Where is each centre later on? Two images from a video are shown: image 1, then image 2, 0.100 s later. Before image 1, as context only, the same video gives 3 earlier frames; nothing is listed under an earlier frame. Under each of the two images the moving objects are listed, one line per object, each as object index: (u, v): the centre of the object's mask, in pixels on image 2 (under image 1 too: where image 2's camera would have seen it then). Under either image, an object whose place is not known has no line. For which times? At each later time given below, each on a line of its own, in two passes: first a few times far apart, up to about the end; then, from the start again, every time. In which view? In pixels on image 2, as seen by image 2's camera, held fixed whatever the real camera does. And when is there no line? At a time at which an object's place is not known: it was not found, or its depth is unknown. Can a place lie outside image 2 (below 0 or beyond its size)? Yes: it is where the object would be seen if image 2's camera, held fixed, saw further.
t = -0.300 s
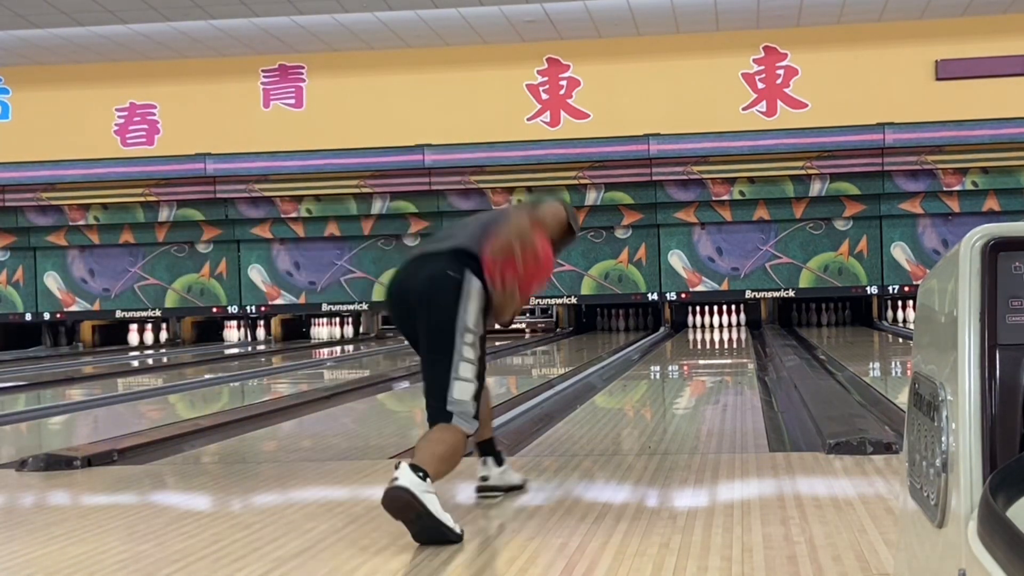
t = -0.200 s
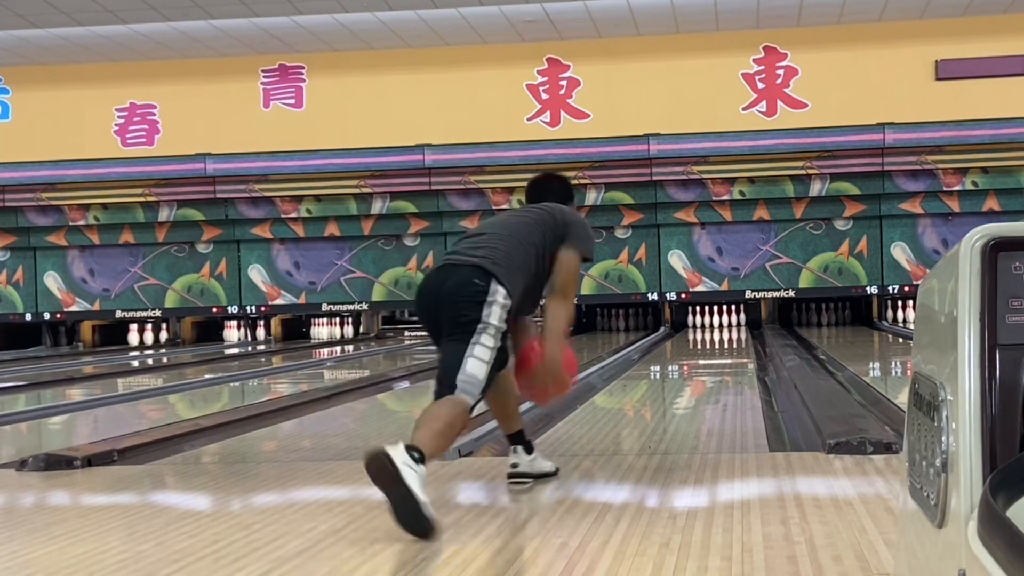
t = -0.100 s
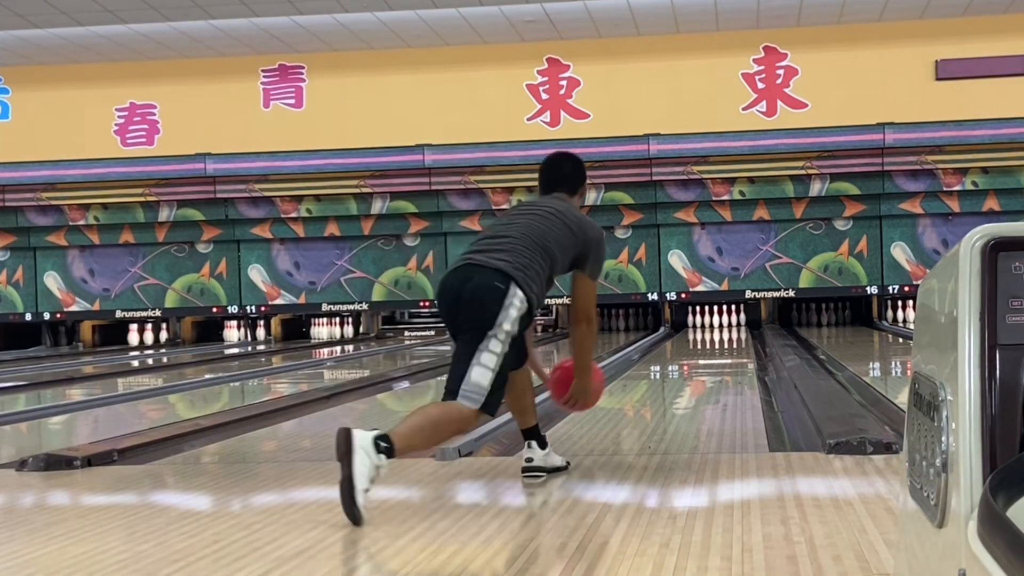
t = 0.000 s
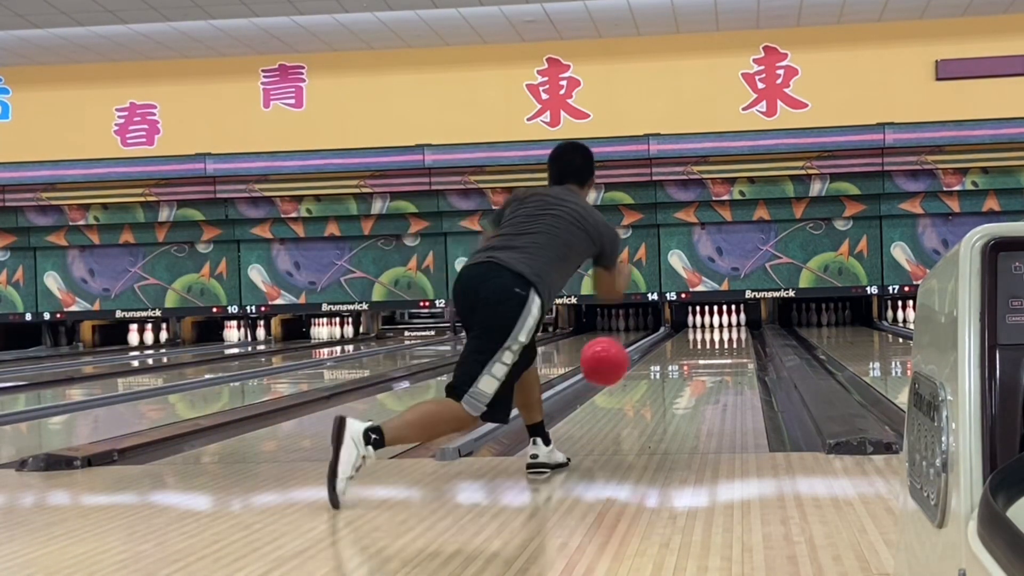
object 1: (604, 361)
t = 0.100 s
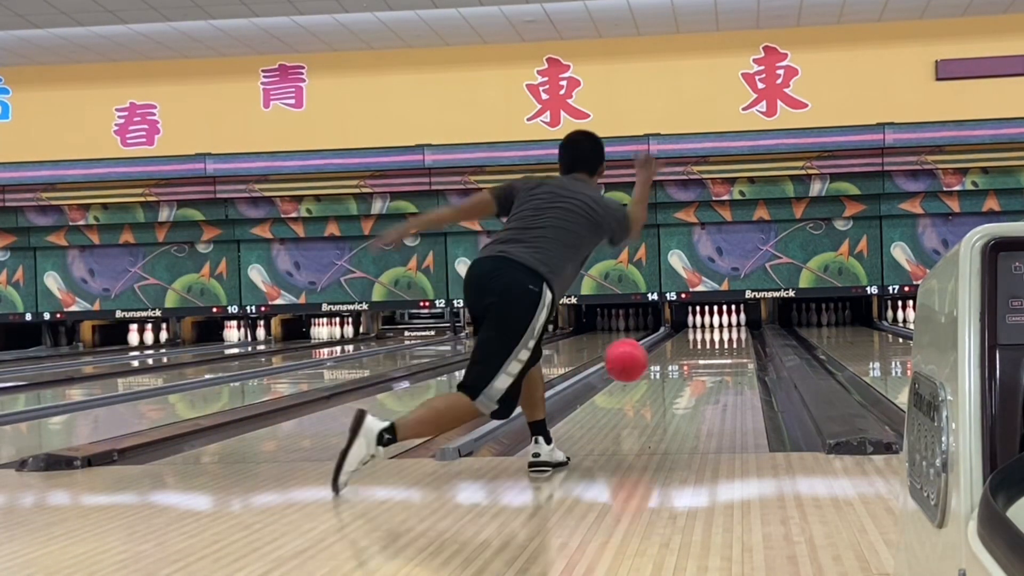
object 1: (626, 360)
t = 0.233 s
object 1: (650, 386)
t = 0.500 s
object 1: (681, 370)
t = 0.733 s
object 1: (698, 358)
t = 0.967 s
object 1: (709, 349)
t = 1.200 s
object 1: (717, 343)
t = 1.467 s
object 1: (723, 336)
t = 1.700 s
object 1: (726, 332)
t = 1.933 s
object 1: (727, 328)
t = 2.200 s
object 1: (725, 325)
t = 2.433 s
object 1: (721, 323)
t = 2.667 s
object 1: (718, 321)
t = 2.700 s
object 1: (717, 321)
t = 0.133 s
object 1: (633, 364)
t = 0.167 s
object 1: (639, 370)
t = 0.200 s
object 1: (645, 377)
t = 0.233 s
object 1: (650, 386)
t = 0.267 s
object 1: (655, 387)
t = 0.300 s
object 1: (660, 382)
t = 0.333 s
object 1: (664, 379)
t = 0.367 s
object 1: (668, 378)
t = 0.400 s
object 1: (671, 377)
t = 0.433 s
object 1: (675, 375)
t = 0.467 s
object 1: (678, 373)
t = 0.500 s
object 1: (681, 370)
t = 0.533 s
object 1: (684, 368)
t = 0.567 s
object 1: (686, 366)
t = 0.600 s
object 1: (689, 364)
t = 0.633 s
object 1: (691, 363)
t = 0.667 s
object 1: (694, 361)
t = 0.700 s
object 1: (696, 360)
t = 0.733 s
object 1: (698, 358)
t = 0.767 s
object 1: (700, 357)
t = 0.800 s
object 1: (701, 356)
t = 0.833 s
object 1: (703, 354)
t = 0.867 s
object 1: (705, 352)
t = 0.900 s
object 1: (706, 351)
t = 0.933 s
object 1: (707, 350)
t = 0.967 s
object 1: (709, 349)
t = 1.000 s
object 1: (710, 348)
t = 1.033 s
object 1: (712, 347)
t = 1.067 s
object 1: (712, 346)
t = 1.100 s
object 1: (714, 345)
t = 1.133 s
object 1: (714, 344)
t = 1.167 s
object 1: (716, 343)
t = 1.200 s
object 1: (717, 343)
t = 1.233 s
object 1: (718, 342)
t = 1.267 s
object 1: (719, 341)
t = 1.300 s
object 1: (719, 340)
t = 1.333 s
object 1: (720, 339)
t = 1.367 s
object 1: (721, 338)
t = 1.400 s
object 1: (722, 337)
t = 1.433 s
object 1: (722, 336)
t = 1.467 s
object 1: (723, 336)
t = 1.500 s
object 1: (724, 335)
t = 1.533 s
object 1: (725, 335)
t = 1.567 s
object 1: (725, 334)
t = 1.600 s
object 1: (725, 333)
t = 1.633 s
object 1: (726, 333)
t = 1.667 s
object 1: (726, 332)
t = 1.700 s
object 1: (726, 332)
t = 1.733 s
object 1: (727, 331)
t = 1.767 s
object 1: (727, 330)
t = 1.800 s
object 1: (727, 330)
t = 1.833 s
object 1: (727, 329)
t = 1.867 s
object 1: (727, 329)
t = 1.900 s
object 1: (727, 329)
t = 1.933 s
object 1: (727, 328)
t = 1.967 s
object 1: (727, 328)
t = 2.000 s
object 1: (727, 327)
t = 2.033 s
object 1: (727, 327)
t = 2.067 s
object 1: (726, 327)
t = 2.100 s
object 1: (726, 326)
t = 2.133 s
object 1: (726, 326)
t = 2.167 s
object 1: (725, 326)
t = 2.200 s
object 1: (725, 325)
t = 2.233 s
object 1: (725, 325)
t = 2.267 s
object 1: (725, 325)
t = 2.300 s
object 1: (724, 324)
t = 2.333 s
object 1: (723, 324)
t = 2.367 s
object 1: (723, 323)
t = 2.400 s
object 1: (722, 323)
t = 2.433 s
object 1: (721, 323)
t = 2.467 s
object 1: (720, 322)
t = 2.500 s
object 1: (719, 322)
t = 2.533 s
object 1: (719, 322)
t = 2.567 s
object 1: (719, 322)
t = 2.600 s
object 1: (719, 322)
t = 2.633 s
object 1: (718, 322)
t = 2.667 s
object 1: (718, 321)
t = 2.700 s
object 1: (717, 321)
